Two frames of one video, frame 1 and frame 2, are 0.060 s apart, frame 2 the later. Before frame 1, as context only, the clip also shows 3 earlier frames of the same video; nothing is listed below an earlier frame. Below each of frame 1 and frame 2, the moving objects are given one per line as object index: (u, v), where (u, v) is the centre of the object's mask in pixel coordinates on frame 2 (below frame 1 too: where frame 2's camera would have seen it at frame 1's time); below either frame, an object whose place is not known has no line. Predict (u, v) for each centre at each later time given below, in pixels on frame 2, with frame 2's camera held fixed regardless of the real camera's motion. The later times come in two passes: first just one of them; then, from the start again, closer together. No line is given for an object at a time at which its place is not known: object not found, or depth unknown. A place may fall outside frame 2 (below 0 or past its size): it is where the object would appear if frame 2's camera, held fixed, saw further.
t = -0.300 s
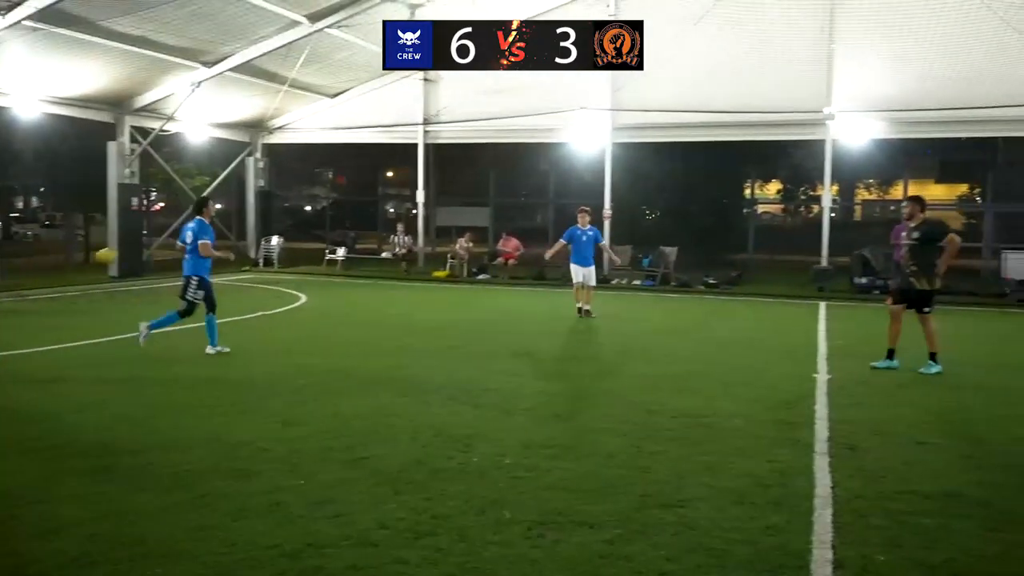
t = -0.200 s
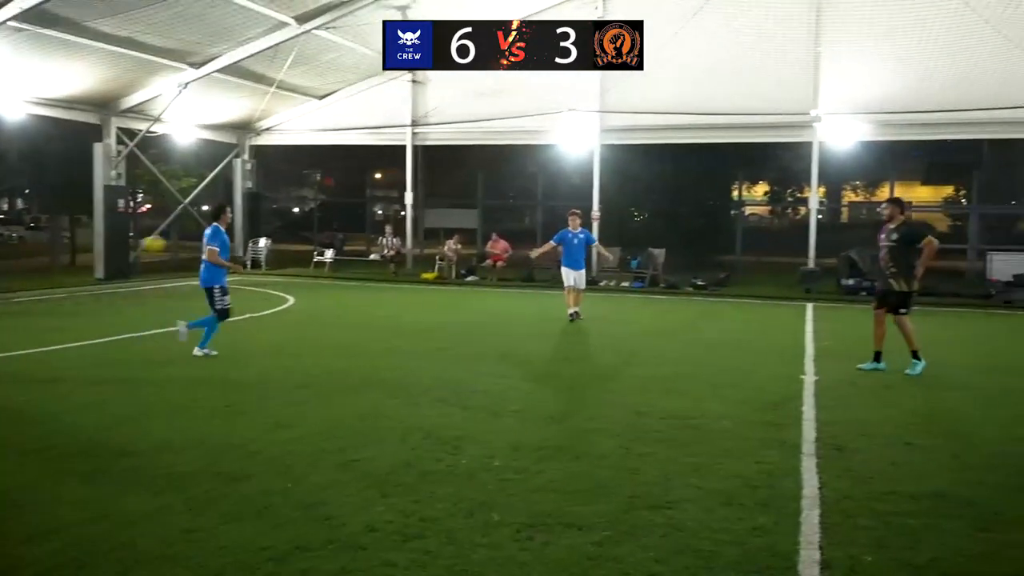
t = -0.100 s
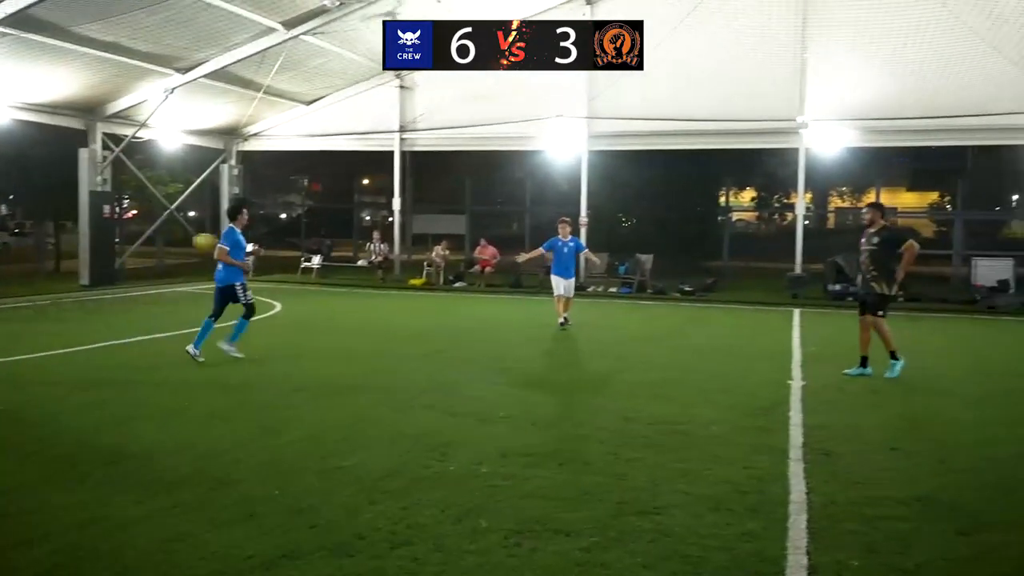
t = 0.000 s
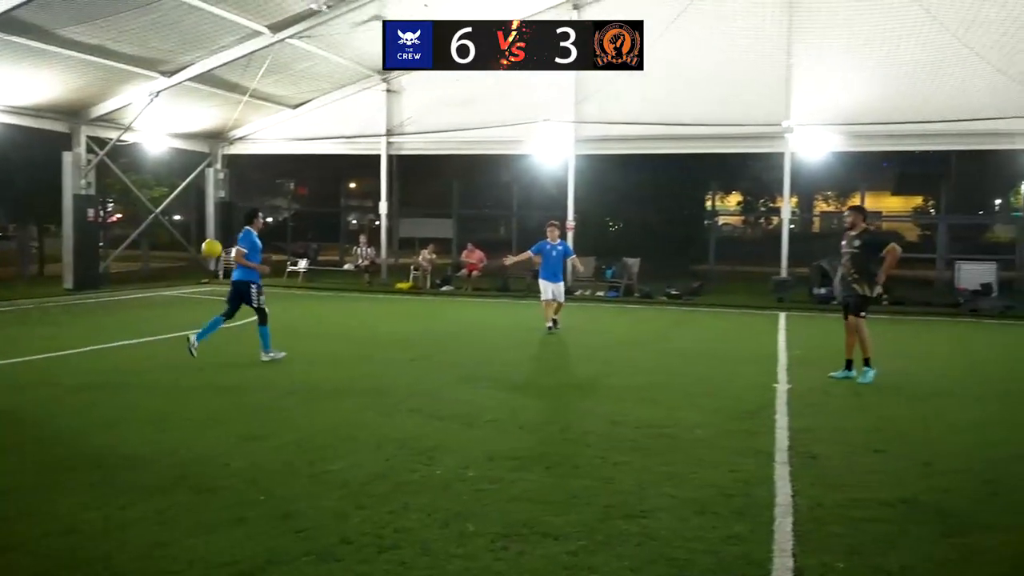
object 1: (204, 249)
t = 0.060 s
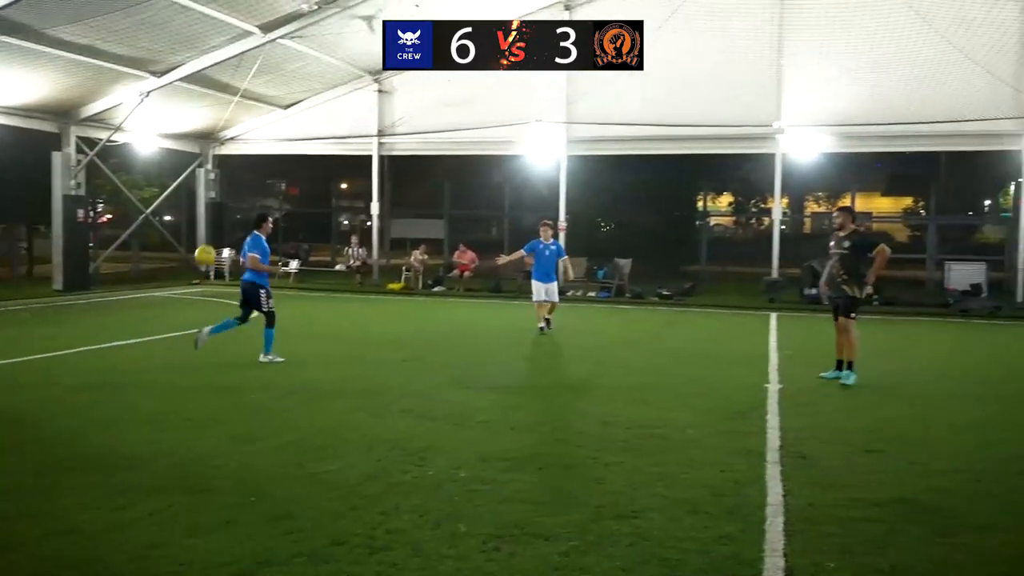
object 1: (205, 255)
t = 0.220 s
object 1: (206, 290)
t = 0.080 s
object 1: (205, 259)
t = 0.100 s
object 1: (204, 262)
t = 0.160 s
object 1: (205, 274)
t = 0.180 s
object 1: (205, 280)
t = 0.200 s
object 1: (205, 284)
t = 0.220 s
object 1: (206, 290)
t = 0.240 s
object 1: (207, 297)
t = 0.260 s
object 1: (207, 303)
